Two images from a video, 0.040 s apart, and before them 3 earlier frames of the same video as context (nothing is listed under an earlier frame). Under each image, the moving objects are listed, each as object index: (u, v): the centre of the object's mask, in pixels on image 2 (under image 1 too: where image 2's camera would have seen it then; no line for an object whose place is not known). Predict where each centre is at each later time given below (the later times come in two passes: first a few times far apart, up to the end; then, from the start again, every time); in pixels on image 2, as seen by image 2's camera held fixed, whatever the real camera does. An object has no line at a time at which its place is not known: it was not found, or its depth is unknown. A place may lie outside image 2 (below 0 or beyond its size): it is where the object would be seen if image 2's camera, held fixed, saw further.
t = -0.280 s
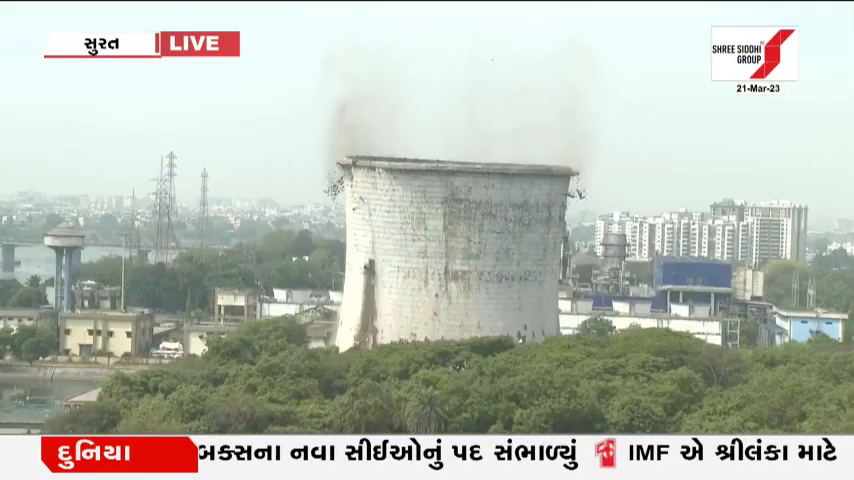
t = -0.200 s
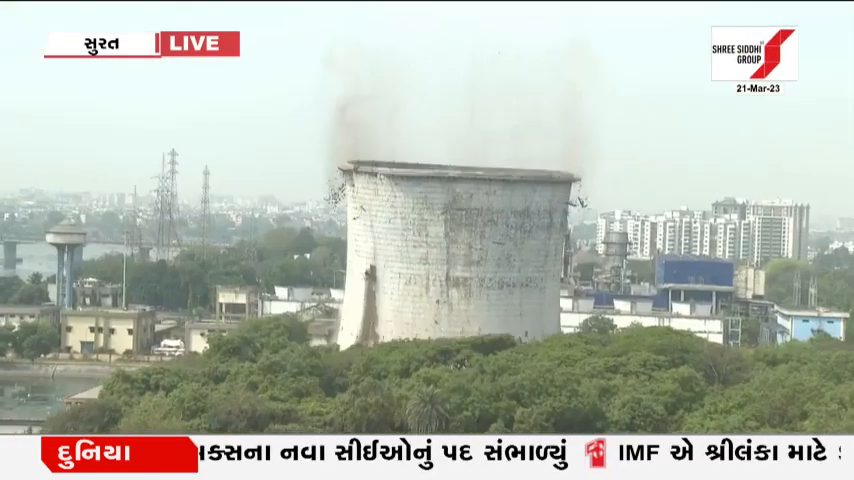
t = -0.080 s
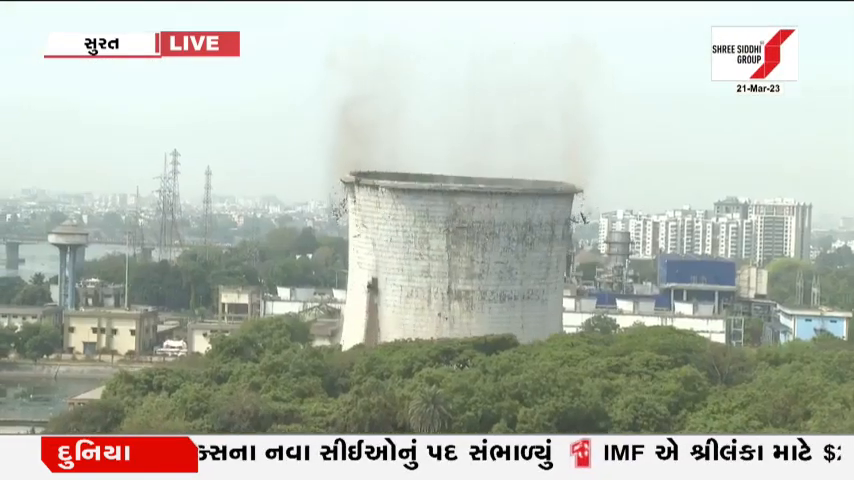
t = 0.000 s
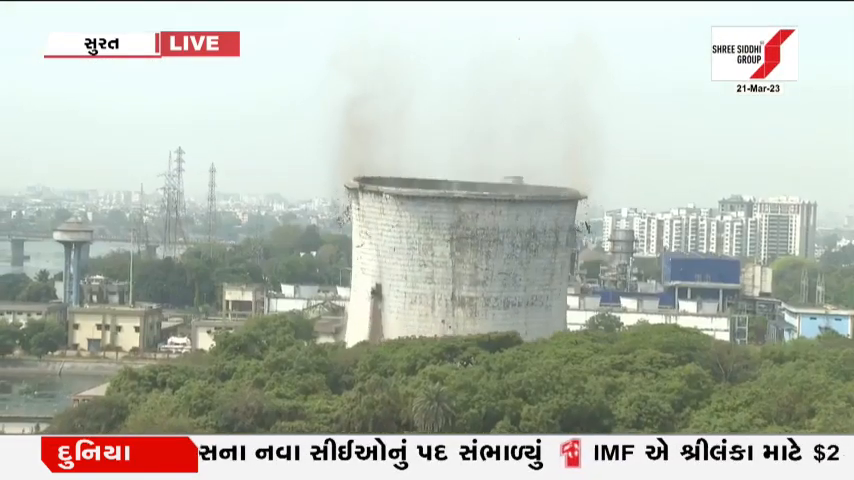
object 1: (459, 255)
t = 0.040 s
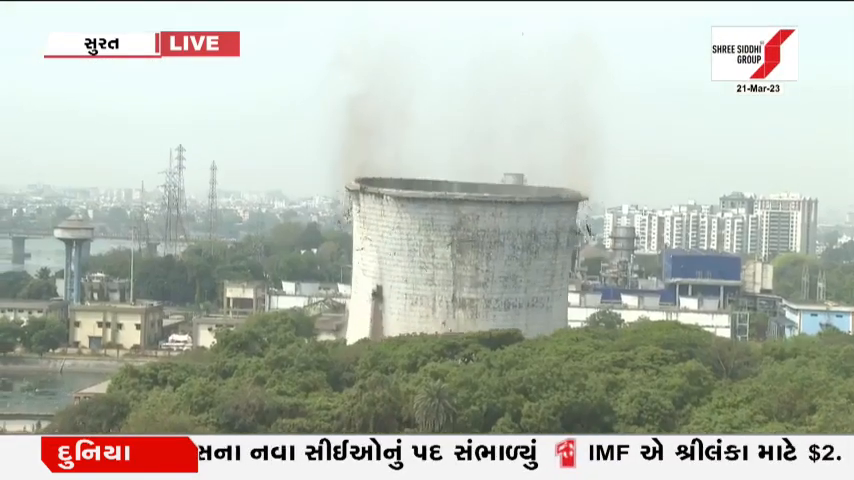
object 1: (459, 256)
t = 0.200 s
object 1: (459, 264)
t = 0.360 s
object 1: (459, 272)
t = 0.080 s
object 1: (458, 259)
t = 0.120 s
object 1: (458, 261)
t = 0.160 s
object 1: (459, 263)
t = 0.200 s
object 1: (459, 264)
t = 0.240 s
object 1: (459, 266)
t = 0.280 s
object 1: (459, 268)
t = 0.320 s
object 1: (458, 270)
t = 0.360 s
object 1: (459, 272)
